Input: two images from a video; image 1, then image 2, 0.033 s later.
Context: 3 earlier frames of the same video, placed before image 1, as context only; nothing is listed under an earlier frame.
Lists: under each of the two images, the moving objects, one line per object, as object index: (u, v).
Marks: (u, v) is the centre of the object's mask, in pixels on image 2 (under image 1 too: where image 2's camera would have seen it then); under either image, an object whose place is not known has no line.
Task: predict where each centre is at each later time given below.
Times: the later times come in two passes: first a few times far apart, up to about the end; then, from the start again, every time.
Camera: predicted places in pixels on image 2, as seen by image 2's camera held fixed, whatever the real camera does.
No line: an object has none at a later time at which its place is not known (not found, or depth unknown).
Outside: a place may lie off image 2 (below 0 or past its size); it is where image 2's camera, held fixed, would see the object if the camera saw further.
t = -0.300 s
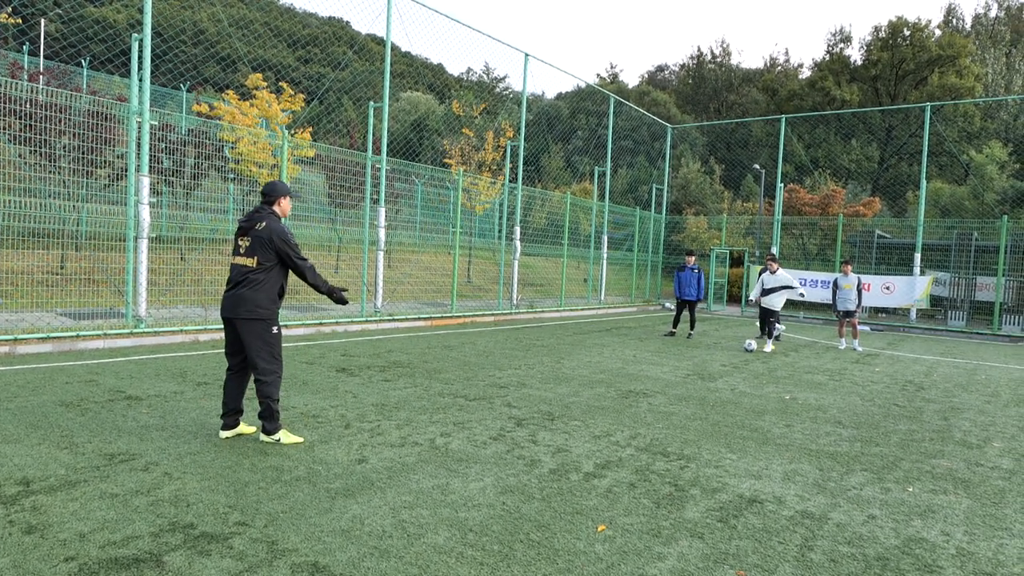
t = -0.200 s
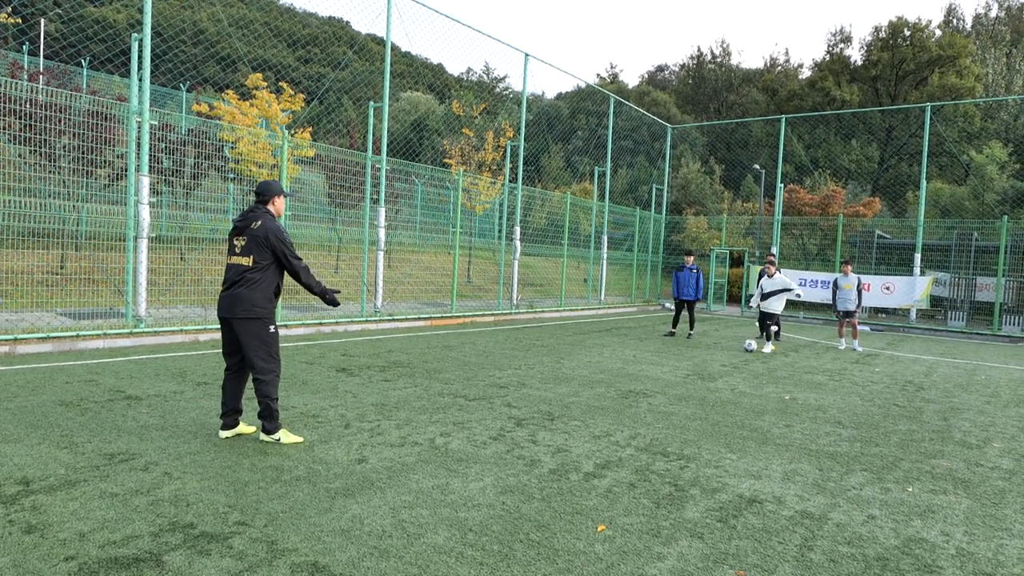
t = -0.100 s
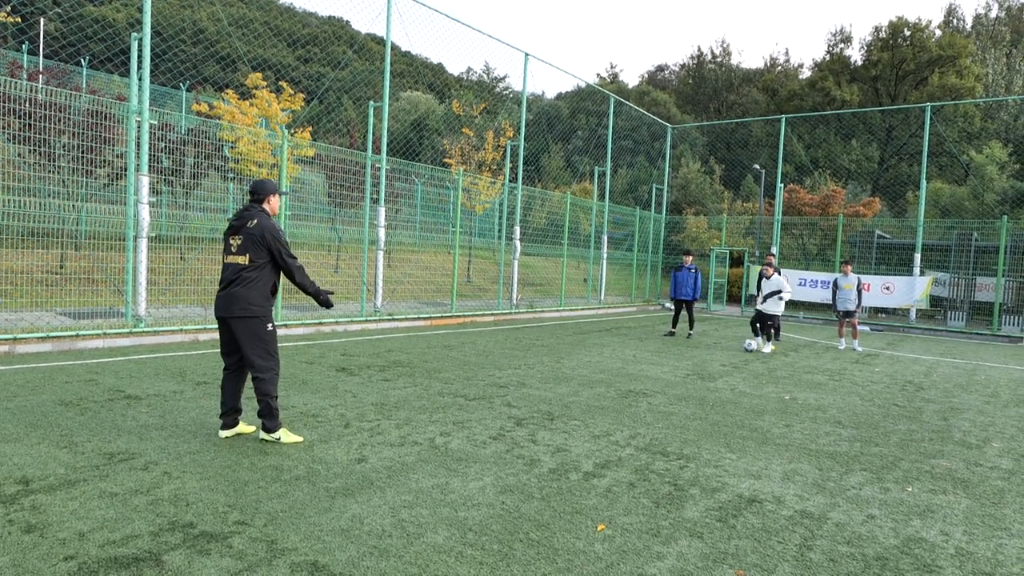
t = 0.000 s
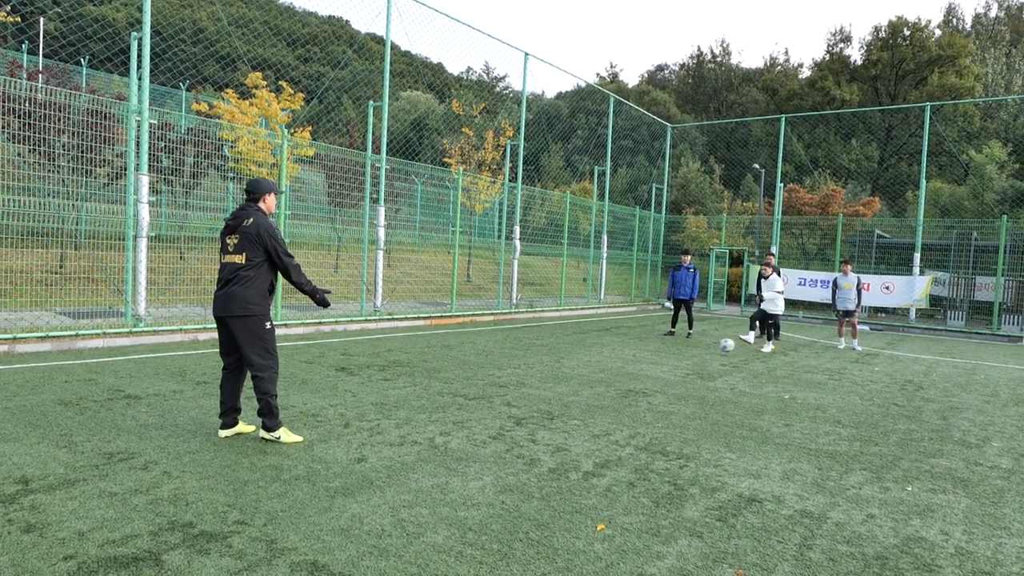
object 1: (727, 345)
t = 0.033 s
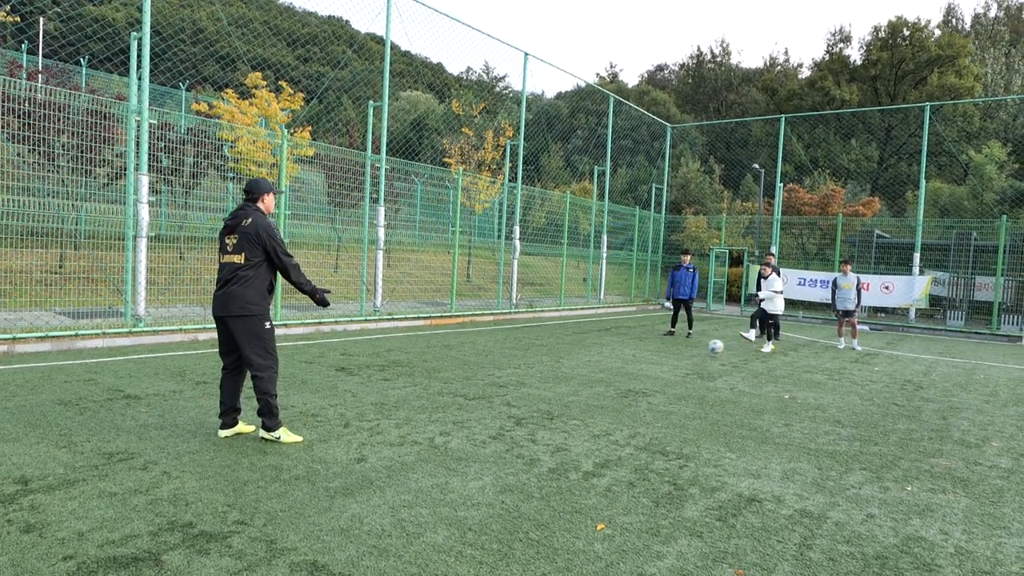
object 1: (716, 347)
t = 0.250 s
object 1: (634, 356)
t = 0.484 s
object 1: (516, 373)
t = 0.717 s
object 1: (365, 389)
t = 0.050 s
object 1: (710, 348)
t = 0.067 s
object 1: (704, 349)
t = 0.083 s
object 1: (698, 350)
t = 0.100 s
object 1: (692, 352)
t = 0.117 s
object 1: (686, 353)
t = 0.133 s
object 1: (680, 354)
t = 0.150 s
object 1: (674, 354)
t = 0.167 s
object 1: (668, 353)
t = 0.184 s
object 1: (661, 353)
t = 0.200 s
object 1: (655, 353)
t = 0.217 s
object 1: (648, 354)
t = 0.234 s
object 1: (641, 355)
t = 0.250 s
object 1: (634, 356)
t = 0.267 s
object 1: (626, 357)
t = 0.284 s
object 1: (620, 359)
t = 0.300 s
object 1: (611, 361)
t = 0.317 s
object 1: (603, 363)
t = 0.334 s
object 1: (595, 365)
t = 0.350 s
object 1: (587, 365)
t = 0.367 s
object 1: (579, 366)
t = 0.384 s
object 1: (571, 366)
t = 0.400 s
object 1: (563, 366)
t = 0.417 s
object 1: (554, 367)
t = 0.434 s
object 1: (545, 368)
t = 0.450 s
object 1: (536, 369)
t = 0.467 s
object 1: (526, 371)
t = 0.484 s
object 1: (516, 373)
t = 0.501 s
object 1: (506, 375)
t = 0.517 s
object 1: (496, 377)
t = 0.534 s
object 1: (488, 376)
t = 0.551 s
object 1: (477, 376)
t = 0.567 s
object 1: (467, 376)
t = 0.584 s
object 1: (457, 377)
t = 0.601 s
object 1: (446, 378)
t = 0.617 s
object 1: (435, 379)
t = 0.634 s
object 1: (424, 381)
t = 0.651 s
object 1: (412, 384)
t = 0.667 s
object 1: (401, 386)
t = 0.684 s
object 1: (388, 389)
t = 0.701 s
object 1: (377, 389)
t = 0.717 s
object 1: (365, 389)
